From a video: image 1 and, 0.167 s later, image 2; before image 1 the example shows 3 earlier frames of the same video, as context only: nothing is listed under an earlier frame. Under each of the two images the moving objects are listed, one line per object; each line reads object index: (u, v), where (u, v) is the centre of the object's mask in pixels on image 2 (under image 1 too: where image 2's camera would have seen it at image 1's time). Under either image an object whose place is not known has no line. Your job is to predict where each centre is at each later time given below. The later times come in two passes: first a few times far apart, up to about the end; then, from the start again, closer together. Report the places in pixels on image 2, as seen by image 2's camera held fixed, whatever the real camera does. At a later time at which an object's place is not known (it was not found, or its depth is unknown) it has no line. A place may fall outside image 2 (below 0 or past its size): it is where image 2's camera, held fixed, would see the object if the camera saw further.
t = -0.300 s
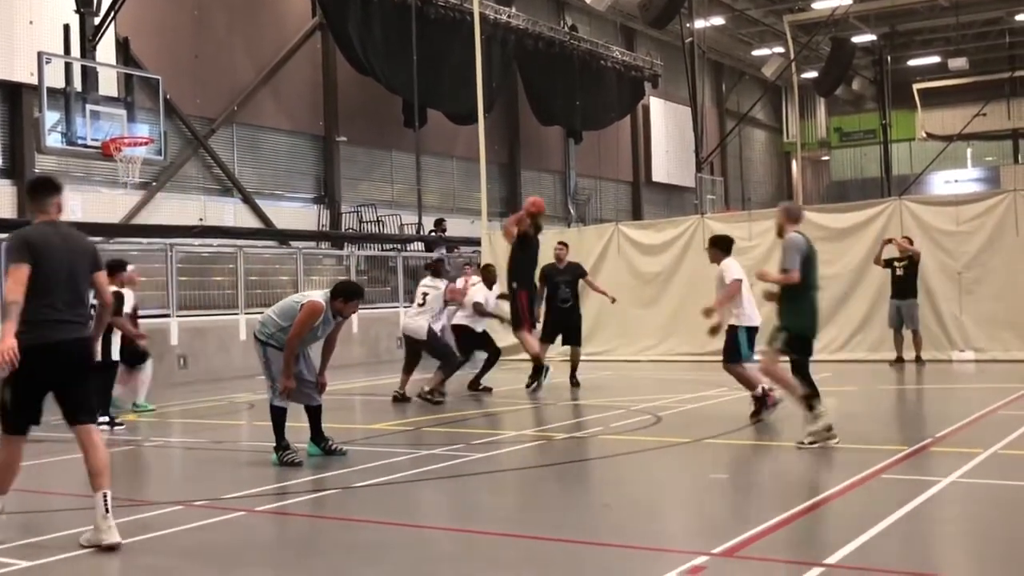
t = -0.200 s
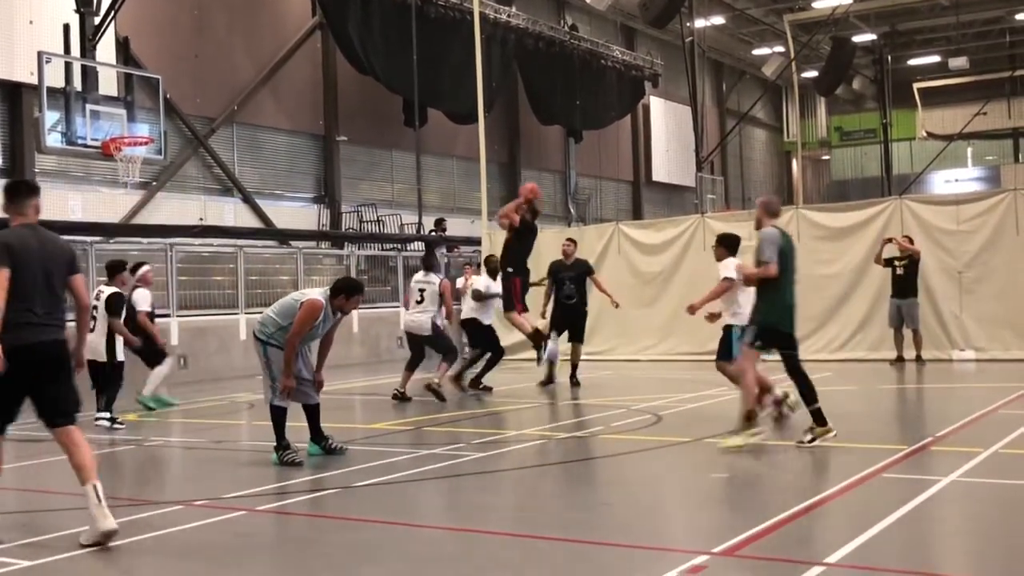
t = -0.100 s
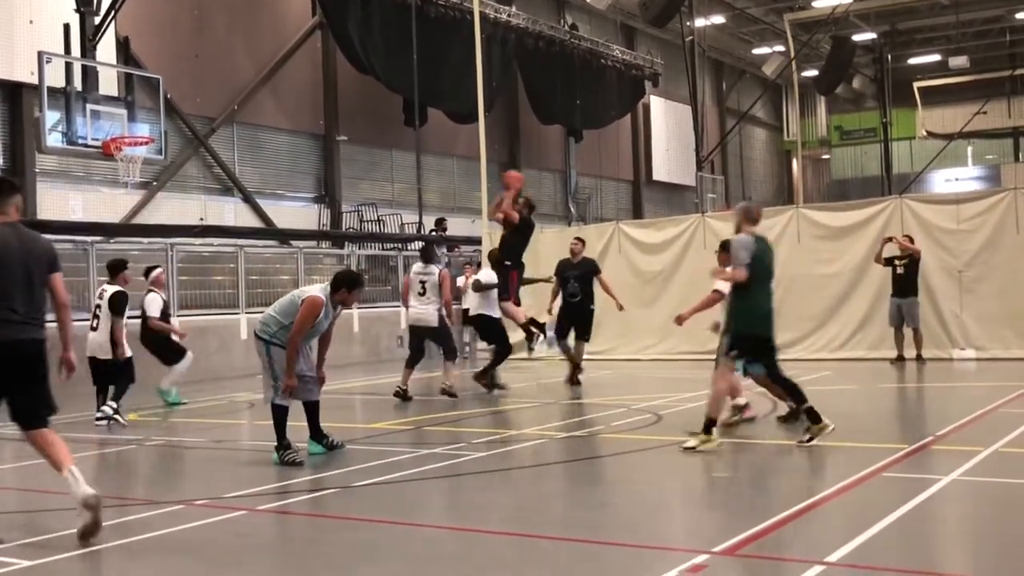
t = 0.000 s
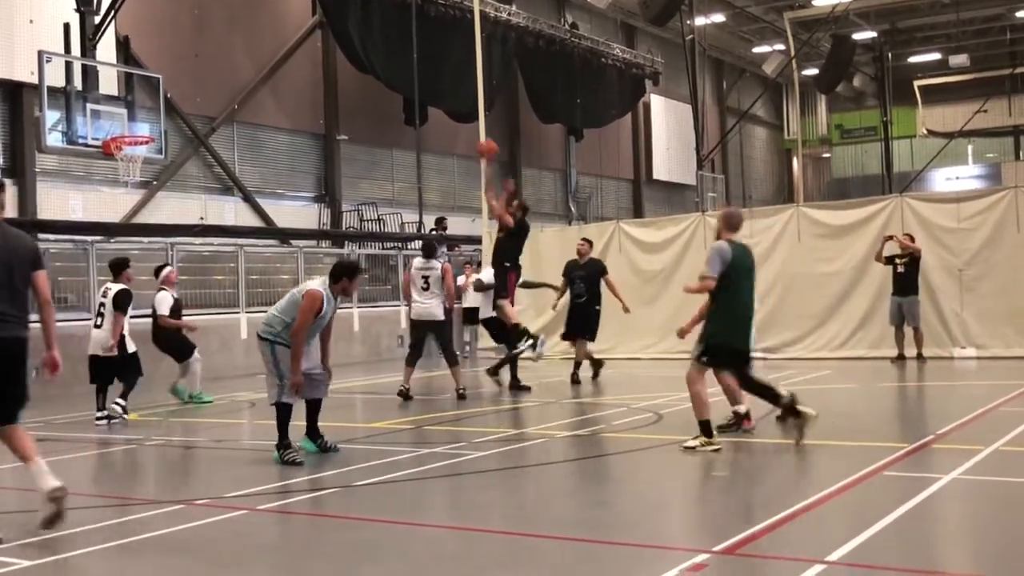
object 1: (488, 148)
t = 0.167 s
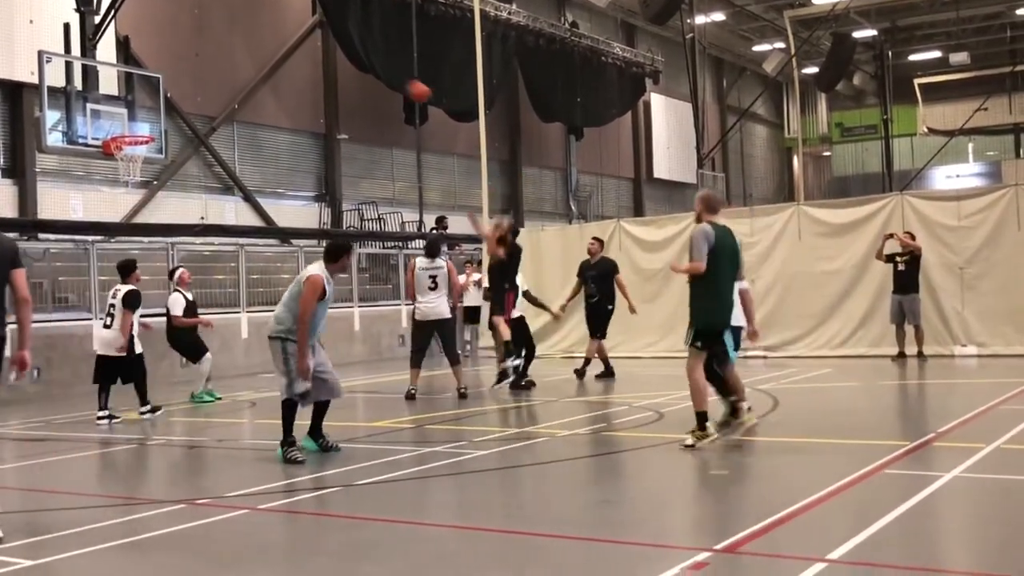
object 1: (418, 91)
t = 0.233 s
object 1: (392, 76)
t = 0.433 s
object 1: (314, 54)
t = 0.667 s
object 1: (226, 70)
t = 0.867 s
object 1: (154, 121)
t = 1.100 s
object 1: (99, 184)
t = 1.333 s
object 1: (65, 264)
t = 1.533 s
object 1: (34, 371)
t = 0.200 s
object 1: (405, 83)
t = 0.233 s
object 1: (392, 76)
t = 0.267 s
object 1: (379, 70)
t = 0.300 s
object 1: (366, 65)
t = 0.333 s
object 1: (354, 61)
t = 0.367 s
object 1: (340, 58)
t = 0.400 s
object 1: (326, 55)
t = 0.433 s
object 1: (314, 54)
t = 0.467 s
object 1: (301, 53)
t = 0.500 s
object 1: (290, 54)
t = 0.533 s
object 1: (276, 55)
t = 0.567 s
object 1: (264, 57)
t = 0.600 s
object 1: (251, 61)
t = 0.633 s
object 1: (239, 66)
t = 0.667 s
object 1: (226, 70)
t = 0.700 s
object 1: (214, 77)
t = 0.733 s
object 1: (203, 83)
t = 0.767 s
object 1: (190, 91)
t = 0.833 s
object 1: (168, 109)
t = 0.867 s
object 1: (154, 121)
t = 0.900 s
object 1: (142, 130)
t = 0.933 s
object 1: (130, 147)
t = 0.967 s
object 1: (119, 156)
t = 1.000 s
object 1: (113, 162)
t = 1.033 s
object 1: (109, 168)
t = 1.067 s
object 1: (104, 176)
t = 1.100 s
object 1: (99, 184)
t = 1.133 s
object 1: (94, 192)
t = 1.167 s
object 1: (89, 202)
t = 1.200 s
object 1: (84, 212)
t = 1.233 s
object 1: (80, 223)
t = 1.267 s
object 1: (74, 236)
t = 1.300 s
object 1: (70, 250)
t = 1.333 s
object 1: (65, 264)
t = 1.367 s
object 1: (59, 278)
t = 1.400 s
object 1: (54, 296)
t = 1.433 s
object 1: (50, 312)
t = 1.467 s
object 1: (45, 334)
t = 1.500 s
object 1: (40, 351)
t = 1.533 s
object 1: (34, 371)
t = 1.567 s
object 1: (31, 393)
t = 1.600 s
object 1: (28, 399)
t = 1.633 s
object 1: (29, 384)
